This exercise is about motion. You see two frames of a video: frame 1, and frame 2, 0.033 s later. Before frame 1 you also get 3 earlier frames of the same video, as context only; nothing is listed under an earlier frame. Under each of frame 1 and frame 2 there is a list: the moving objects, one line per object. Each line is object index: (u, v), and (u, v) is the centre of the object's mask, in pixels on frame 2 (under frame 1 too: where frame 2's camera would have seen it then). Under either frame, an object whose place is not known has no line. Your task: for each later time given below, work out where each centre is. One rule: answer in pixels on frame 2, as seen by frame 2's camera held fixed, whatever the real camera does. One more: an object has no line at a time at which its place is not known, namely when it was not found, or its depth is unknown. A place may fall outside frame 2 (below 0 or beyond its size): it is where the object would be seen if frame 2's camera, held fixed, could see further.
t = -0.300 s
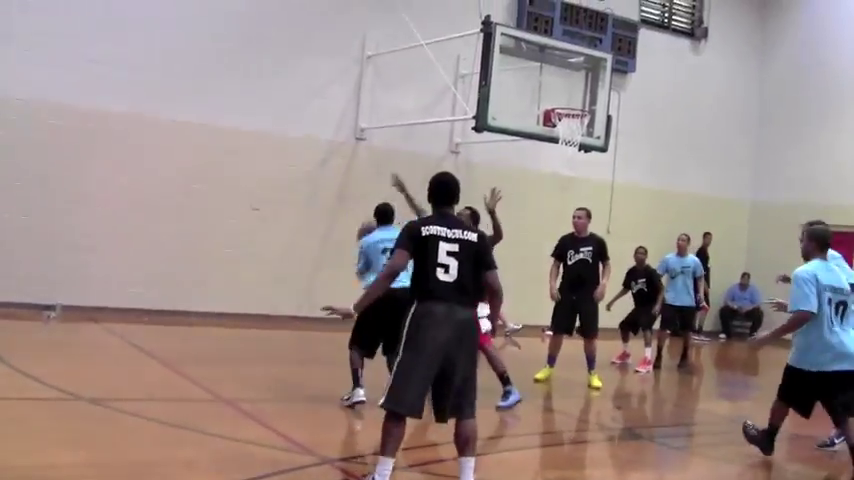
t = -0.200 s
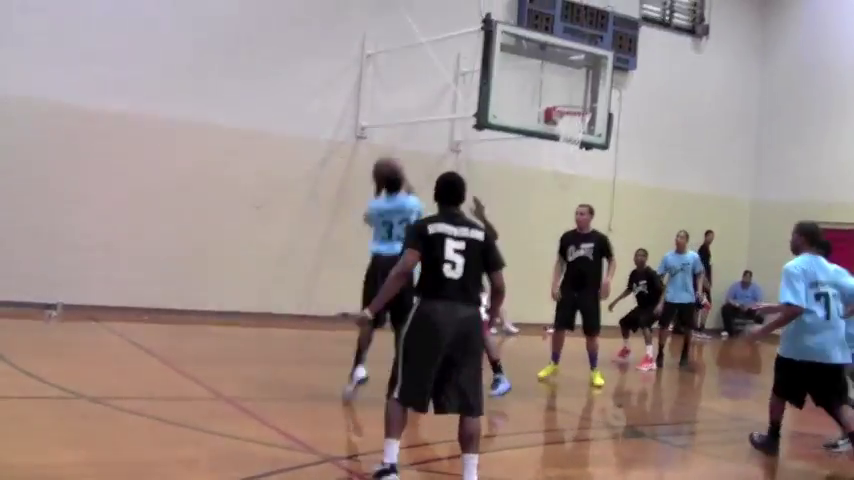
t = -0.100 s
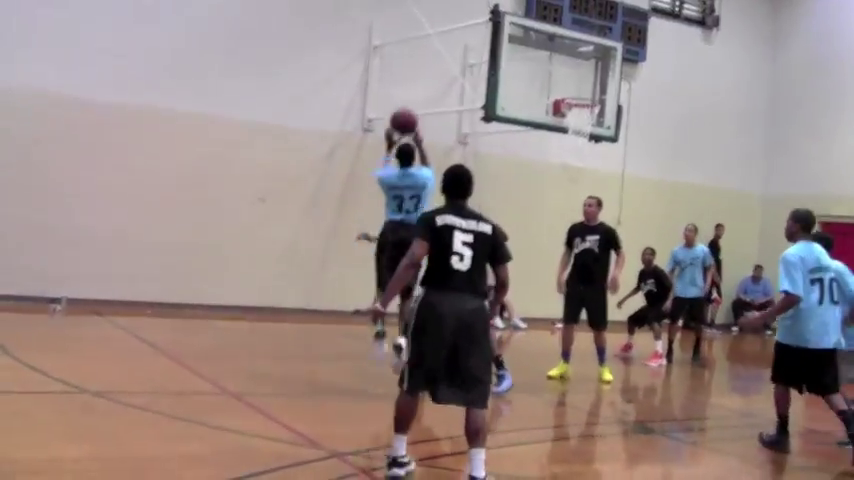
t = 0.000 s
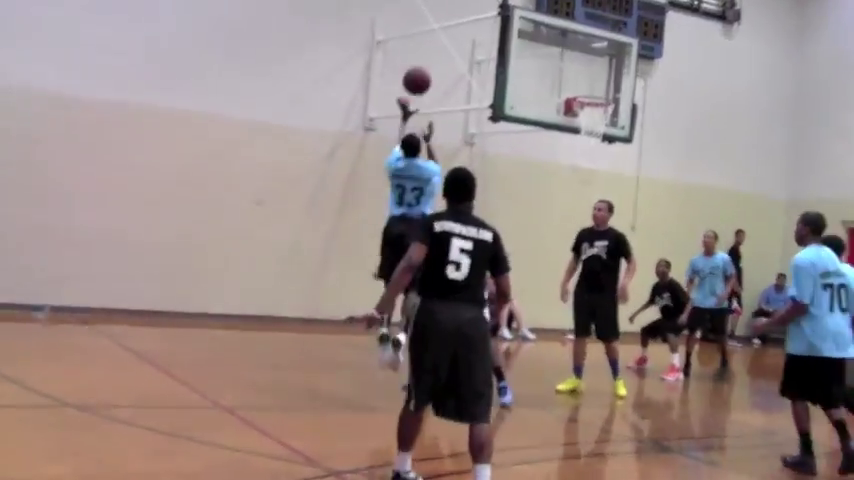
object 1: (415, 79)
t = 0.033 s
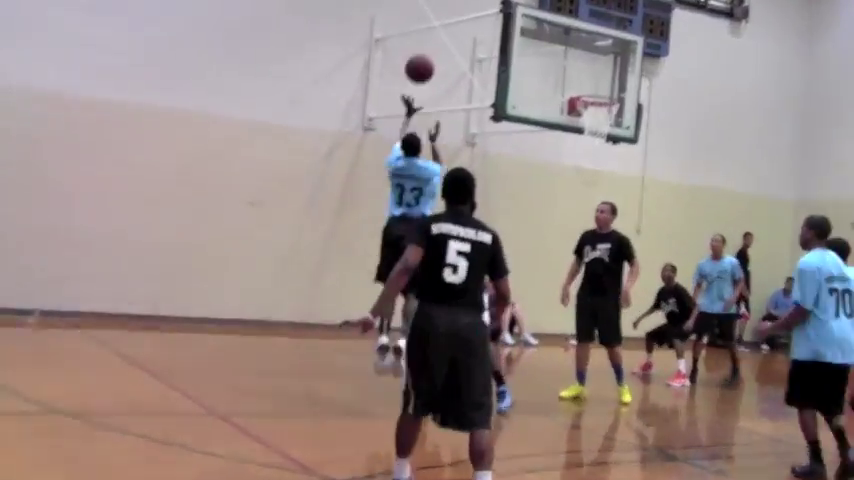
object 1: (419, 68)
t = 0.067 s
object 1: (422, 60)
